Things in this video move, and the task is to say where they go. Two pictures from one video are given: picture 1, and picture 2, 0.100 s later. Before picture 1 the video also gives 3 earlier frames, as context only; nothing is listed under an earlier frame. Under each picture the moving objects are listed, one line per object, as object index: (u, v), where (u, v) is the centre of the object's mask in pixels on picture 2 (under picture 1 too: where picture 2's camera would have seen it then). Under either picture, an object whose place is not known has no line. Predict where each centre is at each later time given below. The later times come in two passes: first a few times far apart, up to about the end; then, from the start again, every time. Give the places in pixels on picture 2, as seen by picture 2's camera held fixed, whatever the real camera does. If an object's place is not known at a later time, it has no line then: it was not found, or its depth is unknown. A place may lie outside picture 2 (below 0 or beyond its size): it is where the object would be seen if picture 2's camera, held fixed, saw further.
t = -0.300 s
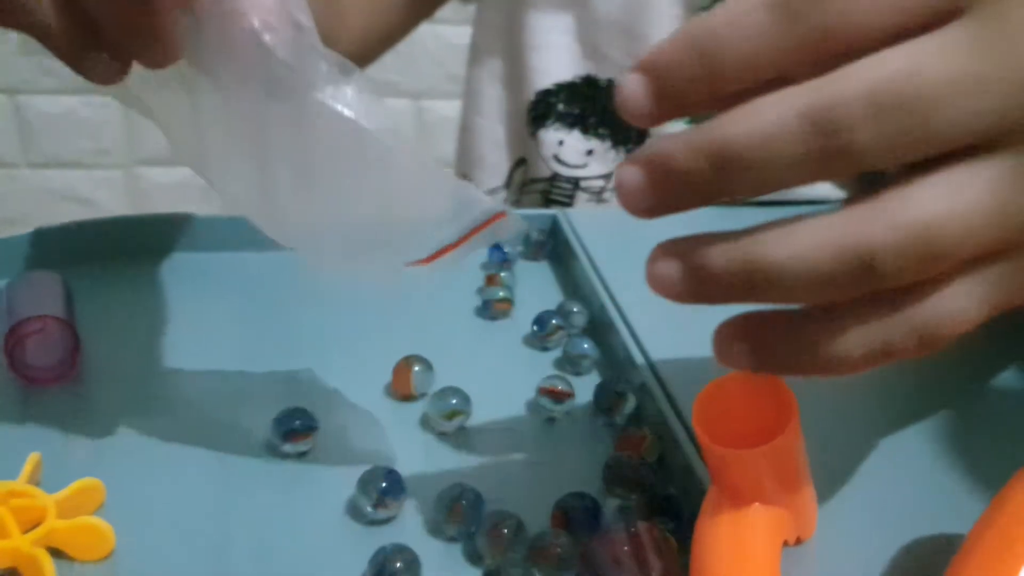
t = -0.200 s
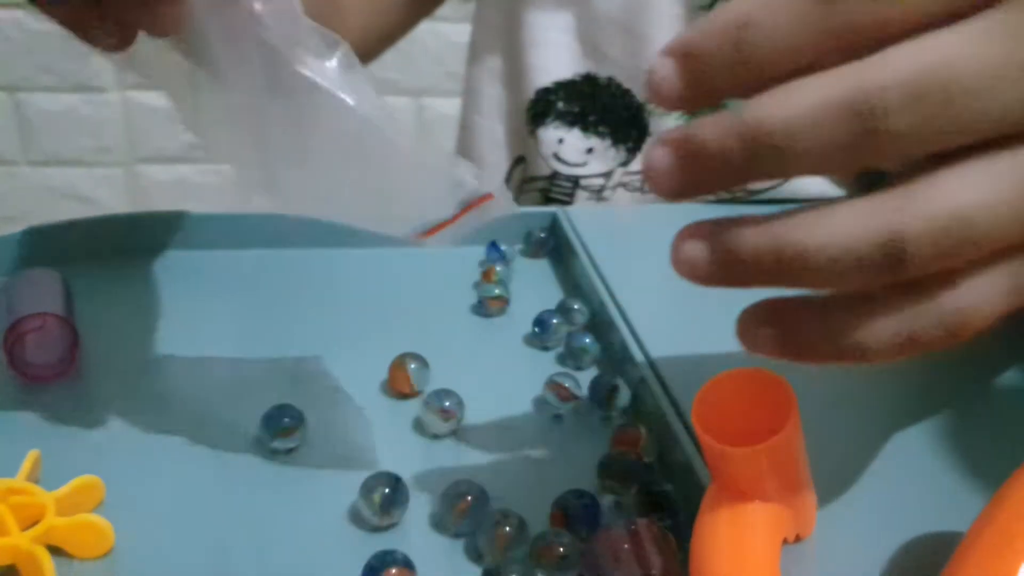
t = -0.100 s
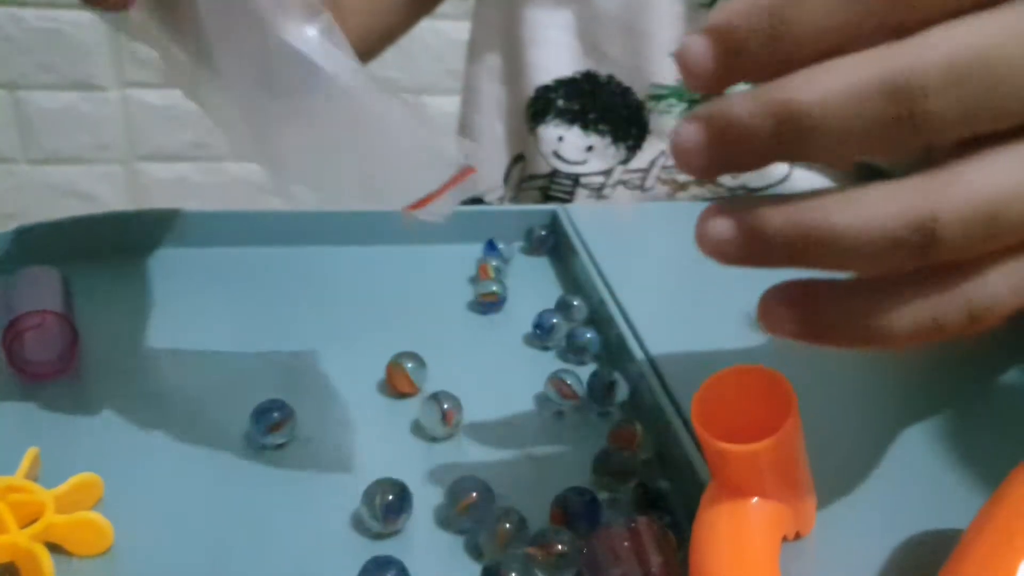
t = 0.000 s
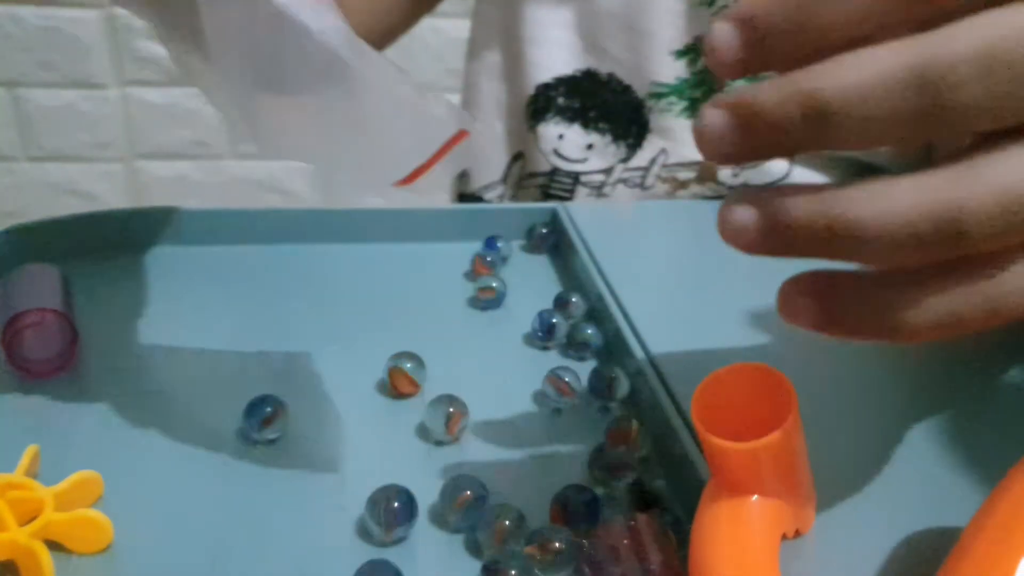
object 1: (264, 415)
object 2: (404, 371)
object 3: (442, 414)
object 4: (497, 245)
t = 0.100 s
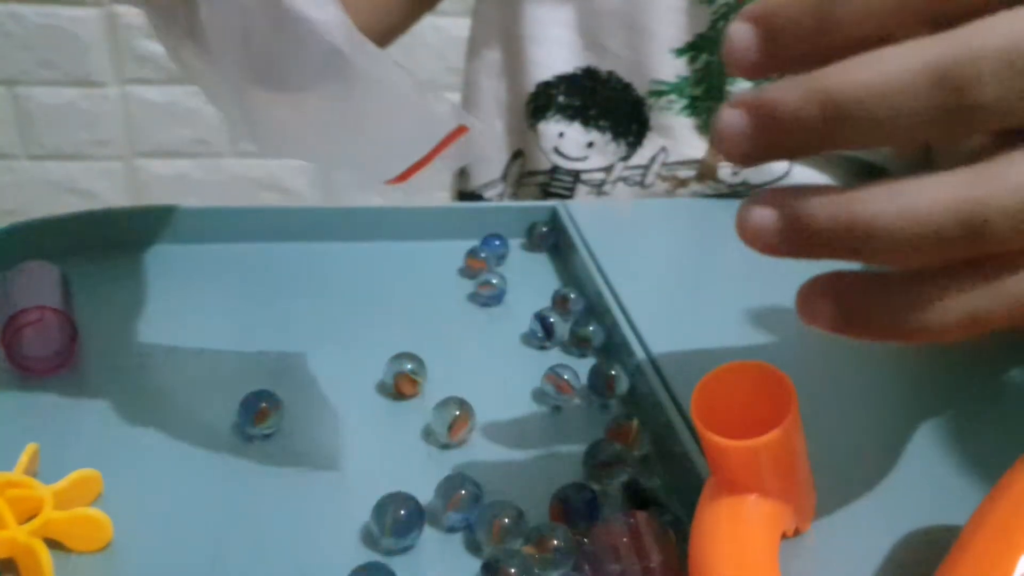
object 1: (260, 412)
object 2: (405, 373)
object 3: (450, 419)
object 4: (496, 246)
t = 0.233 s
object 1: (263, 408)
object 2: (404, 376)
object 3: (443, 425)
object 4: (493, 244)
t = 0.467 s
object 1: (275, 399)
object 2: (409, 387)
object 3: (440, 430)
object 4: (488, 242)
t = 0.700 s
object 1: (289, 396)
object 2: (414, 398)
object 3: (449, 429)
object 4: (484, 244)
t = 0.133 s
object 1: (259, 411)
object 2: (405, 374)
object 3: (449, 420)
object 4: (495, 245)
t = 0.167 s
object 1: (260, 411)
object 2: (406, 375)
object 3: (446, 422)
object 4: (495, 245)
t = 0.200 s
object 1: (261, 409)
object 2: (404, 375)
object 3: (444, 424)
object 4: (493, 245)
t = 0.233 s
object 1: (263, 408)
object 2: (404, 376)
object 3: (443, 425)
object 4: (493, 244)
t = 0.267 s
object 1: (265, 406)
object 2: (404, 377)
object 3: (441, 426)
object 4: (492, 244)
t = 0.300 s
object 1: (266, 405)
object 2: (405, 378)
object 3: (440, 427)
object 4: (491, 244)
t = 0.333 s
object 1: (267, 404)
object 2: (405, 379)
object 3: (439, 428)
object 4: (490, 243)
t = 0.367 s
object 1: (269, 402)
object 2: (406, 381)
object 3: (437, 429)
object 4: (489, 243)
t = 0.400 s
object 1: (271, 401)
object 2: (408, 383)
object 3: (438, 430)
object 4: (489, 243)
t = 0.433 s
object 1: (273, 400)
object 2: (409, 385)
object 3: (439, 429)
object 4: (489, 243)
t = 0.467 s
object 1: (275, 399)
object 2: (409, 387)
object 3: (440, 430)
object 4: (488, 242)
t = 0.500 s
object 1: (277, 398)
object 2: (407, 387)
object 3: (442, 430)
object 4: (488, 242)
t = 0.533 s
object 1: (279, 397)
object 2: (410, 390)
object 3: (443, 430)
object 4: (487, 241)
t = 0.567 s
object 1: (281, 396)
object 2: (410, 392)
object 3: (444, 430)
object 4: (487, 241)
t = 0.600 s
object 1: (283, 398)
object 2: (411, 394)
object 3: (444, 430)
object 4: (486, 240)
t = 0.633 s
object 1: (286, 395)
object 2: (412, 396)
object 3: (446, 430)
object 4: (485, 244)
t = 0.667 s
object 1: (289, 394)
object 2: (413, 397)
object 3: (447, 430)
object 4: (484, 244)
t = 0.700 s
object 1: (289, 396)
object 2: (414, 398)
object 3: (449, 429)
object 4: (484, 244)
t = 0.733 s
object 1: (293, 393)
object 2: (415, 399)
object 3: (450, 427)
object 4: (483, 245)
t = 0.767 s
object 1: (296, 393)
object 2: (416, 400)
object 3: (450, 428)
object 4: (483, 244)
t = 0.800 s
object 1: (297, 393)
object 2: (418, 401)
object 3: (449, 428)
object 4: (483, 245)
